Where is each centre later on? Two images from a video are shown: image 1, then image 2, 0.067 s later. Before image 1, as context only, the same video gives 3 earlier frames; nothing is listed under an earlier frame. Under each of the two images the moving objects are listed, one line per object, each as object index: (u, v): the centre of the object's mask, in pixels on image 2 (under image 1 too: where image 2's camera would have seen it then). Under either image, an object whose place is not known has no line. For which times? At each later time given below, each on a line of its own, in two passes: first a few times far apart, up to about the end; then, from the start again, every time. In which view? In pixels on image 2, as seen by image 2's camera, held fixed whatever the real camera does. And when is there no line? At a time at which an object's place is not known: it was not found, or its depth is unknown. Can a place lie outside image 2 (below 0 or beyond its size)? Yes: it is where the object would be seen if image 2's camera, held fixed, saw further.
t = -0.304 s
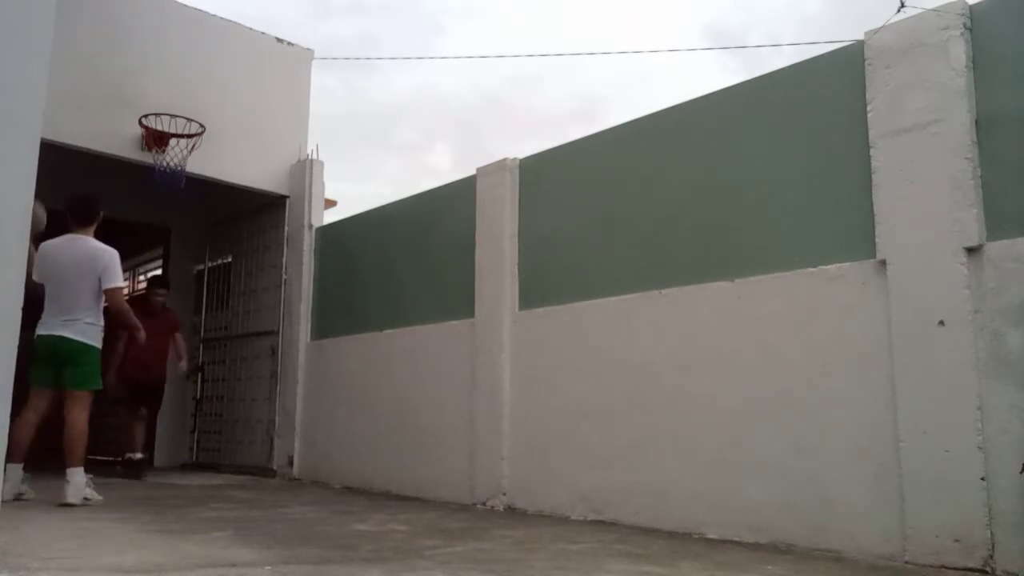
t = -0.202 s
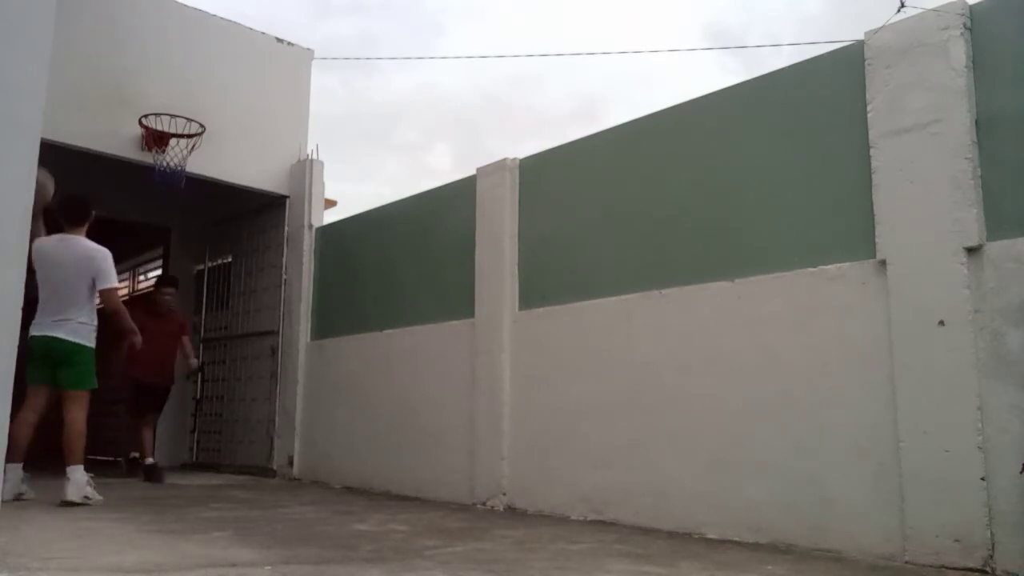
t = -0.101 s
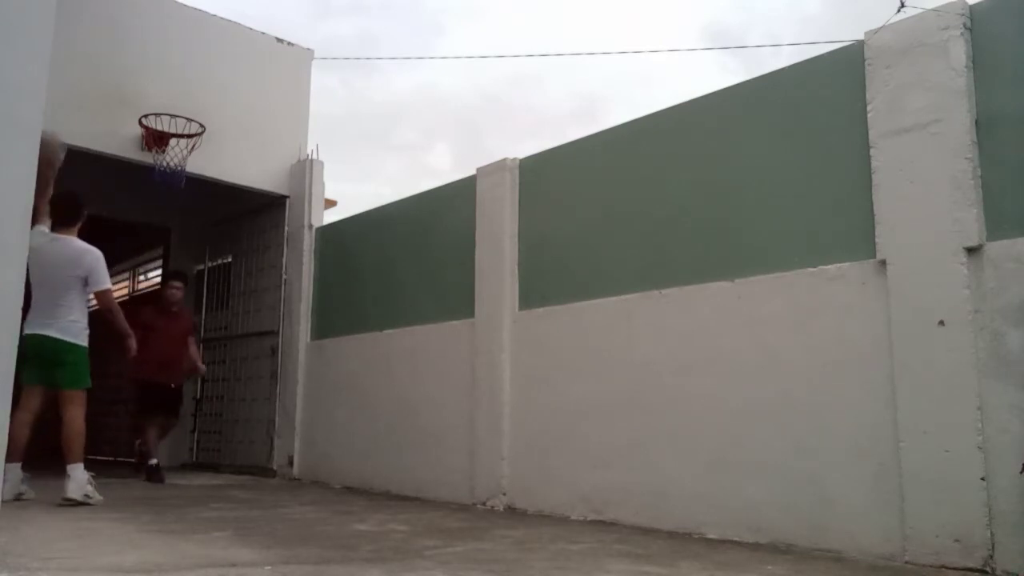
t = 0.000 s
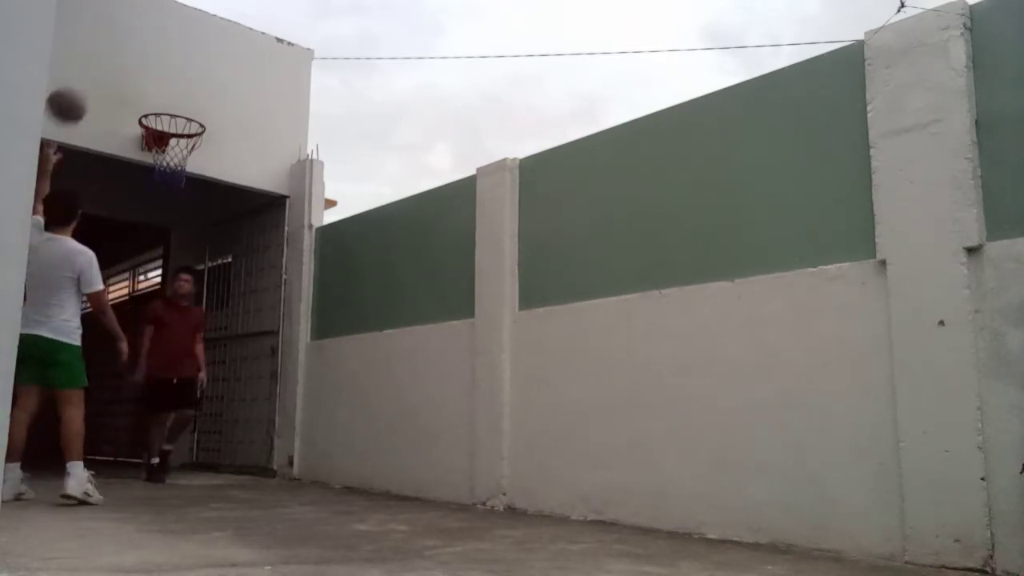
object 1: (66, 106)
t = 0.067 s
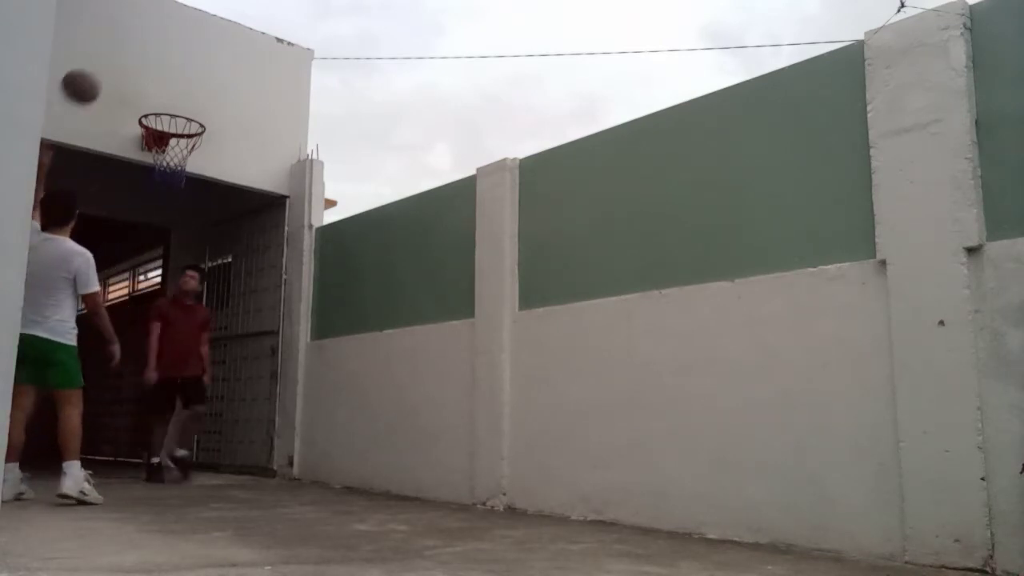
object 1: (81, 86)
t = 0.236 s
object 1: (109, 68)
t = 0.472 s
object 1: (141, 93)
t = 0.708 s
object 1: (179, 142)
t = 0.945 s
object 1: (164, 186)
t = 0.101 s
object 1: (87, 80)
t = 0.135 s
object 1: (93, 74)
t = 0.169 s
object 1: (98, 71)
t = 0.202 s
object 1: (104, 69)
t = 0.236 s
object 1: (109, 68)
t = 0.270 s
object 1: (114, 69)
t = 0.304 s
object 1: (118, 70)
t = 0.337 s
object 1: (123, 74)
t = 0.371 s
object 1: (127, 78)
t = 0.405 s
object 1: (130, 84)
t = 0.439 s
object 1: (135, 90)
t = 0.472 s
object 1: (141, 93)
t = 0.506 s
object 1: (147, 96)
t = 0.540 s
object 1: (154, 101)
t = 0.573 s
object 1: (161, 106)
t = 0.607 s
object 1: (167, 114)
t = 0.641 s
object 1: (175, 123)
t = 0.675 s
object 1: (179, 132)
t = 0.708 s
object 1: (179, 142)
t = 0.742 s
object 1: (176, 150)
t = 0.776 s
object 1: (174, 154)
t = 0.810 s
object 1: (171, 159)
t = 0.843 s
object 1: (168, 164)
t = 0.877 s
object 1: (169, 170)
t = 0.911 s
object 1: (166, 177)
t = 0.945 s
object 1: (164, 186)
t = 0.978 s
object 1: (163, 195)
